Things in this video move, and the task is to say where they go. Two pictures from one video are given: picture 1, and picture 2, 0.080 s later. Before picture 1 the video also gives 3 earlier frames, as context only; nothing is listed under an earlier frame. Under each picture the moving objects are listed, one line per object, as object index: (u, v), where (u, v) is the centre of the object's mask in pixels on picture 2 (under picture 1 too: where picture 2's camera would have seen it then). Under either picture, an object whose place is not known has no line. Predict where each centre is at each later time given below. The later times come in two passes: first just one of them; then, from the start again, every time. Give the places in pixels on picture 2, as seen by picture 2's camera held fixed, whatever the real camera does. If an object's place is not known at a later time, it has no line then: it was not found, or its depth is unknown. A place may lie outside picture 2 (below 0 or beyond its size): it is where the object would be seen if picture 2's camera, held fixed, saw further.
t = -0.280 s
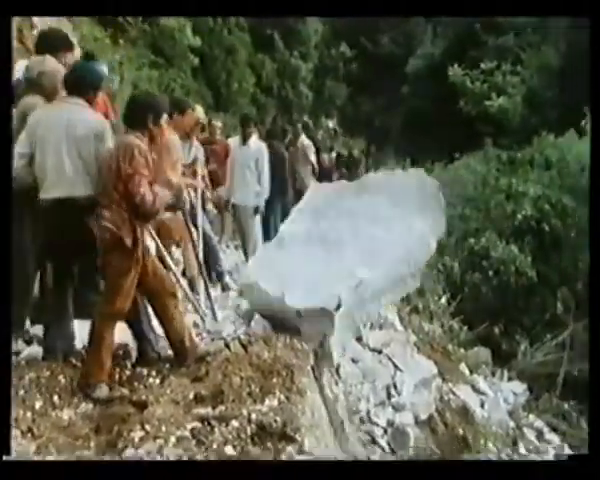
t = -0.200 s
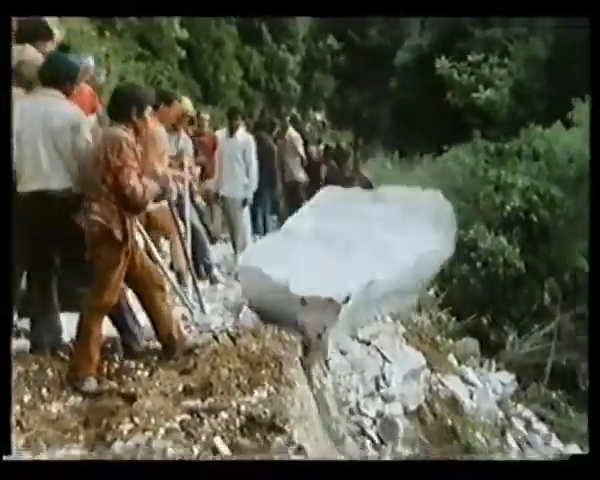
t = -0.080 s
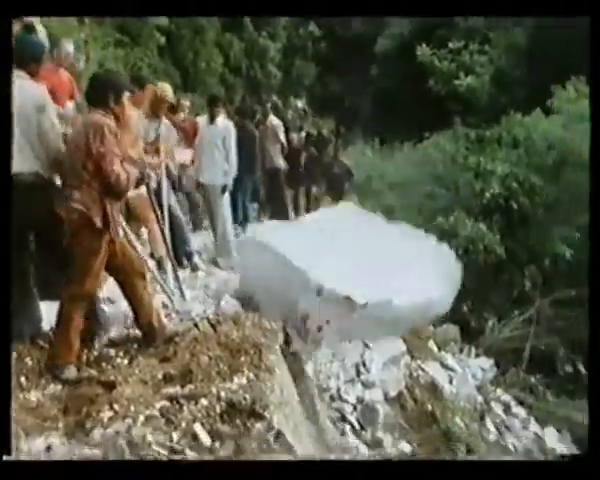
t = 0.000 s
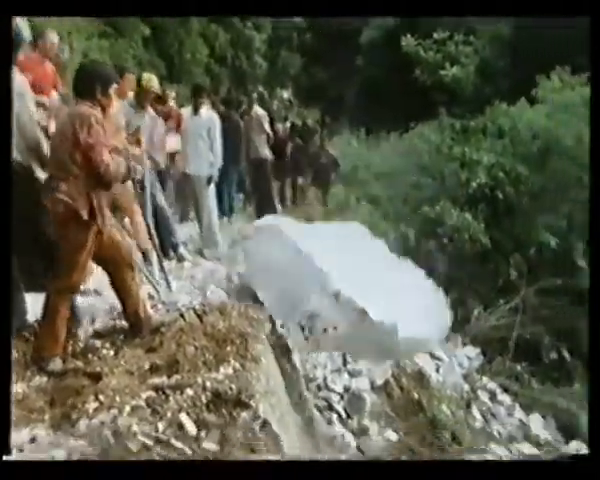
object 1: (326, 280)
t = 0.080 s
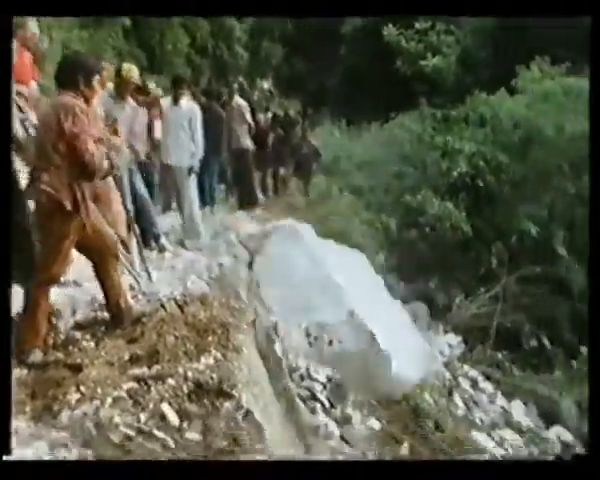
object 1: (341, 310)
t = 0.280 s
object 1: (379, 391)
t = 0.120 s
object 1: (344, 327)
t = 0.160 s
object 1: (347, 342)
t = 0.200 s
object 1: (363, 368)
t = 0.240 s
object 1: (370, 387)
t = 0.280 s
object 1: (379, 391)
